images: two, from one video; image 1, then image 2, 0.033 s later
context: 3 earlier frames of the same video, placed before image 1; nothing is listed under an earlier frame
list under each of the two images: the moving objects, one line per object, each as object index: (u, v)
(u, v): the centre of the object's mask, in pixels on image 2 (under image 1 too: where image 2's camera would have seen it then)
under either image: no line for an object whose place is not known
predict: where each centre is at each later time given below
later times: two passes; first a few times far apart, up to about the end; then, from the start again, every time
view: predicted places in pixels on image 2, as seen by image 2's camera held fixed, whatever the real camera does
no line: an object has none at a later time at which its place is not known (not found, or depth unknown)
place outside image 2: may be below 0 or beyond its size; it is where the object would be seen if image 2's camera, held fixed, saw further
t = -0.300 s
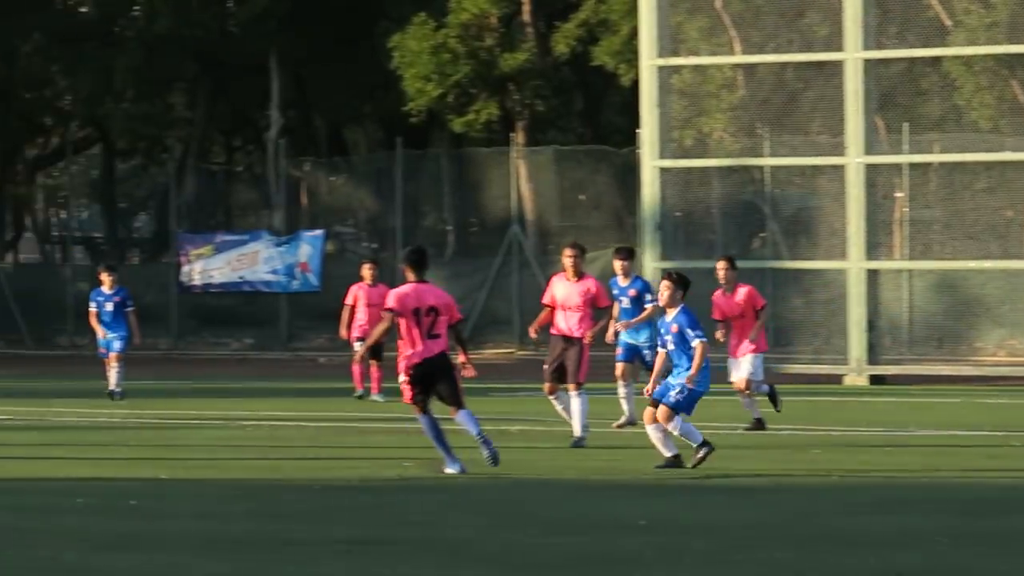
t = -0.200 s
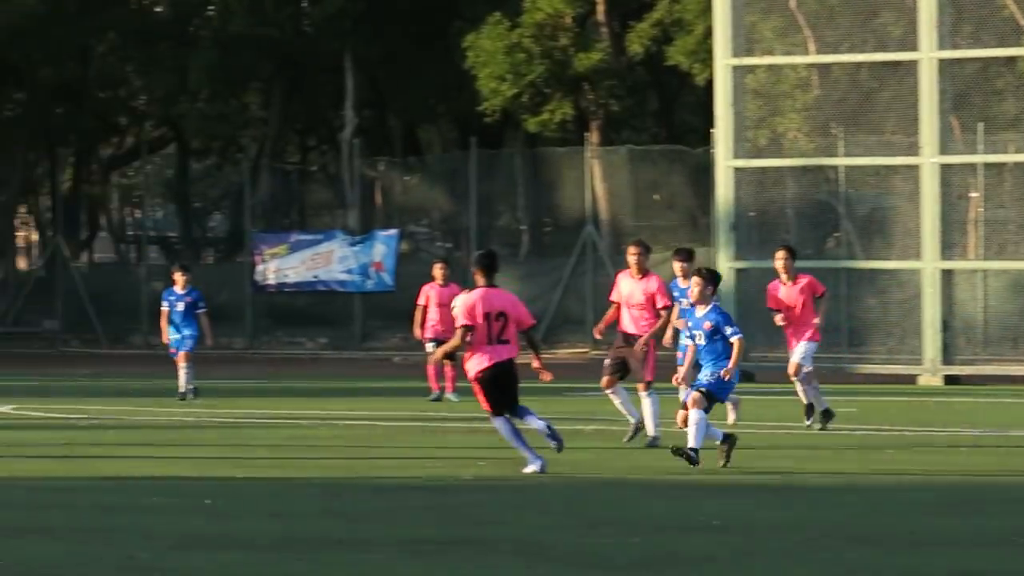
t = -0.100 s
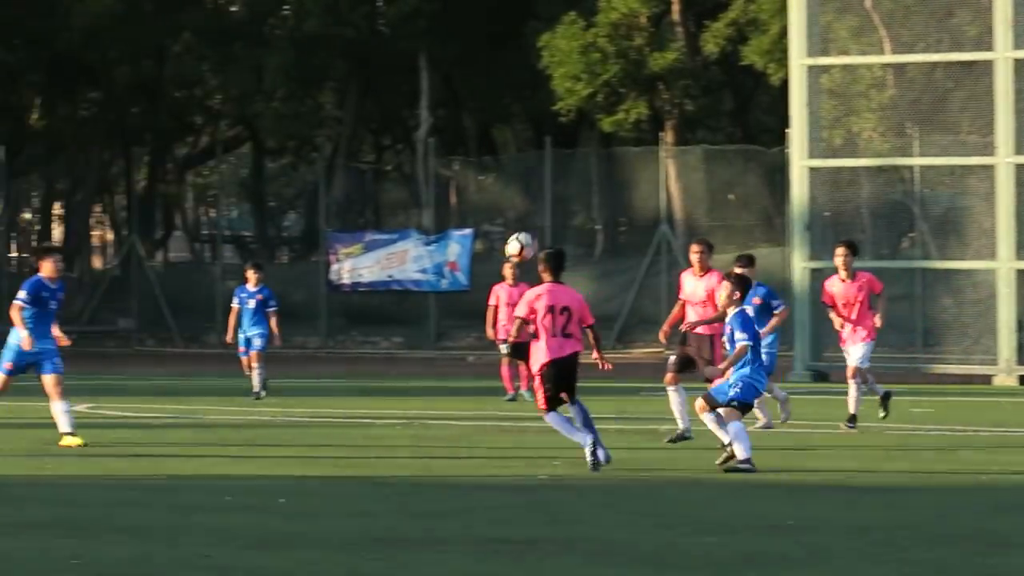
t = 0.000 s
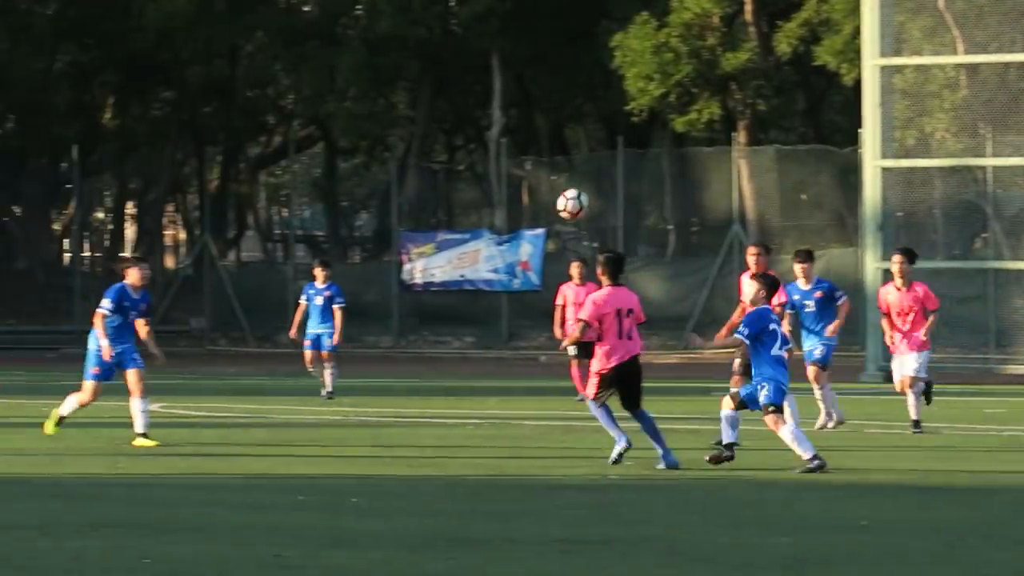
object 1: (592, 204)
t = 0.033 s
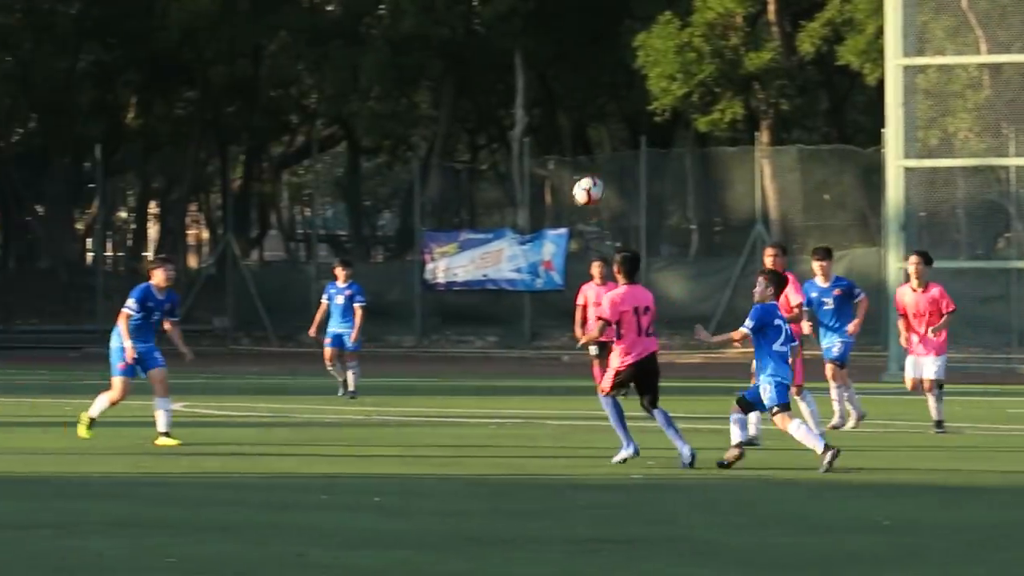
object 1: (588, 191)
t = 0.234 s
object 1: (554, 152)
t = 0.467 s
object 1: (510, 175)
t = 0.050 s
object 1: (586, 185)
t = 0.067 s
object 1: (583, 181)
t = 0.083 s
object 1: (581, 176)
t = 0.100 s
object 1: (578, 172)
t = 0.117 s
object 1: (574, 167)
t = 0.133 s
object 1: (572, 164)
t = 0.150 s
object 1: (570, 161)
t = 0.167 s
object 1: (567, 158)
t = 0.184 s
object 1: (563, 157)
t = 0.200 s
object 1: (561, 154)
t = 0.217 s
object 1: (558, 154)
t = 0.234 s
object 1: (554, 152)
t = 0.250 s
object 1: (551, 152)
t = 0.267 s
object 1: (548, 151)
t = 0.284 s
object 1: (545, 150)
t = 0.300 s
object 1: (542, 151)
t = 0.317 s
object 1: (539, 152)
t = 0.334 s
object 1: (535, 153)
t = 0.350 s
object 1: (532, 155)
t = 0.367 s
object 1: (529, 156)
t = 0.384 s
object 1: (526, 158)
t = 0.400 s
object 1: (523, 161)
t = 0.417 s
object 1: (520, 164)
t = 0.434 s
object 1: (516, 167)
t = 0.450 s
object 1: (513, 170)
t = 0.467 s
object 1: (510, 175)
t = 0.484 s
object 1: (507, 179)
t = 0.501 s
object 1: (503, 183)
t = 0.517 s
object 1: (500, 189)
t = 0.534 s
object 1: (498, 194)
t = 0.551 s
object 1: (495, 200)
